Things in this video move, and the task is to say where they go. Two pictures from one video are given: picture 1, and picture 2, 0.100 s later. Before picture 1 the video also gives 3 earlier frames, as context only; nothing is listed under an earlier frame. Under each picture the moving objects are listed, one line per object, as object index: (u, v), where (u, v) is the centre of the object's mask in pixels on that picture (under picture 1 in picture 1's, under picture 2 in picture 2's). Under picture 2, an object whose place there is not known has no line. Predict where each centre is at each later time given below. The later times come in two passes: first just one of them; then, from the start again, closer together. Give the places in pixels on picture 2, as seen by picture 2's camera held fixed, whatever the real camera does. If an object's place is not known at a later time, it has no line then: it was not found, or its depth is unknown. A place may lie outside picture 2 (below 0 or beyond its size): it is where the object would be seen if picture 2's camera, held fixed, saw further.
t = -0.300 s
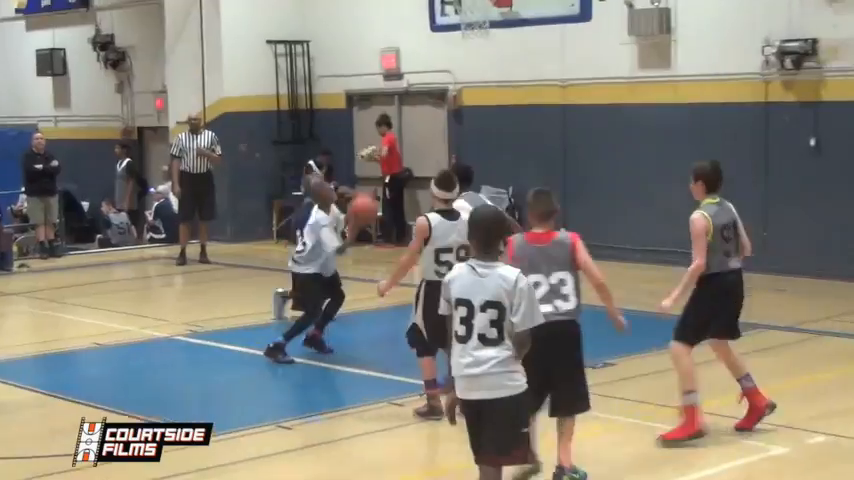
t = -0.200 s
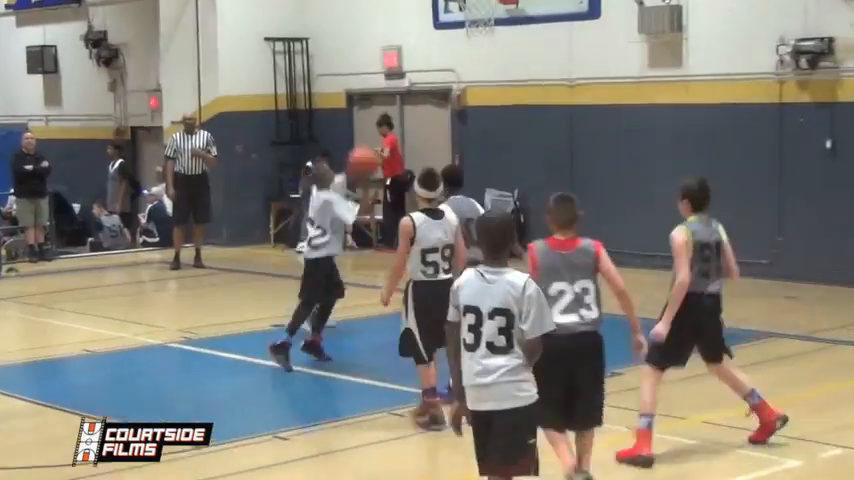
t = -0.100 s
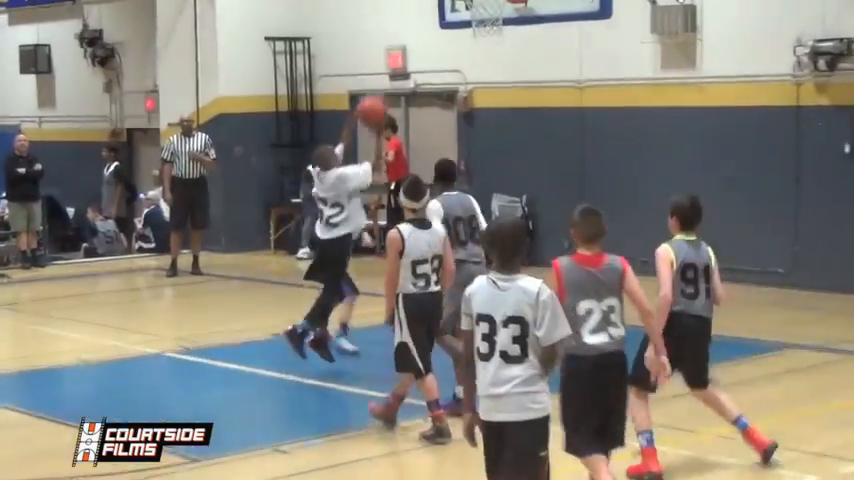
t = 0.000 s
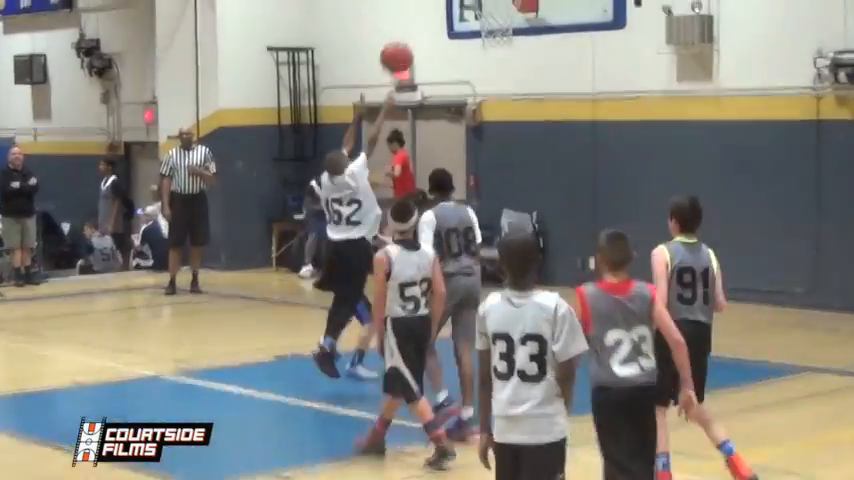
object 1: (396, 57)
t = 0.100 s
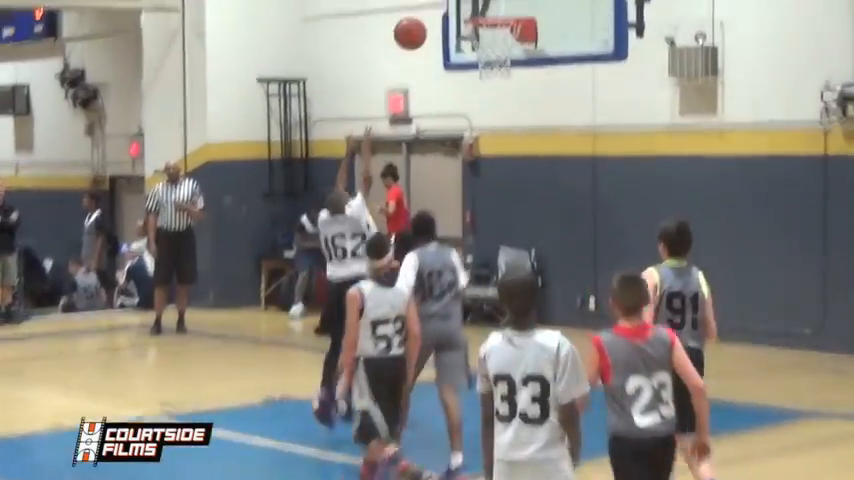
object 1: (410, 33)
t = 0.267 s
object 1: (442, -26)
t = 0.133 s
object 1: (417, 18)
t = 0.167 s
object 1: (423, 5)
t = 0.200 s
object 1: (430, -7)
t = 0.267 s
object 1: (442, -26)
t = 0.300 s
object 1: (449, -34)
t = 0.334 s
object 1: (455, -41)
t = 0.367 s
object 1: (461, -45)
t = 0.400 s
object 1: (467, -49)
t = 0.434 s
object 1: (473, -50)
